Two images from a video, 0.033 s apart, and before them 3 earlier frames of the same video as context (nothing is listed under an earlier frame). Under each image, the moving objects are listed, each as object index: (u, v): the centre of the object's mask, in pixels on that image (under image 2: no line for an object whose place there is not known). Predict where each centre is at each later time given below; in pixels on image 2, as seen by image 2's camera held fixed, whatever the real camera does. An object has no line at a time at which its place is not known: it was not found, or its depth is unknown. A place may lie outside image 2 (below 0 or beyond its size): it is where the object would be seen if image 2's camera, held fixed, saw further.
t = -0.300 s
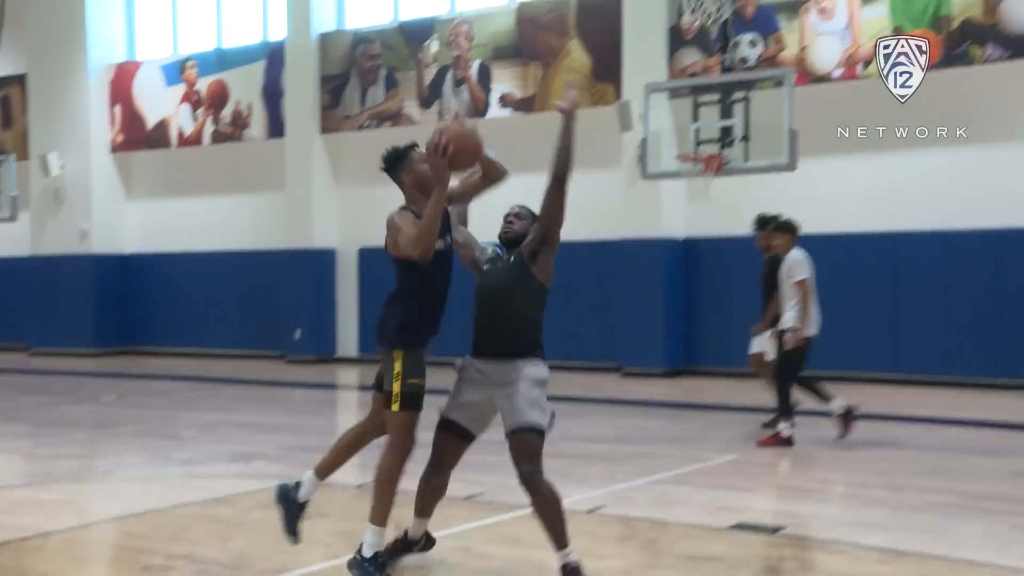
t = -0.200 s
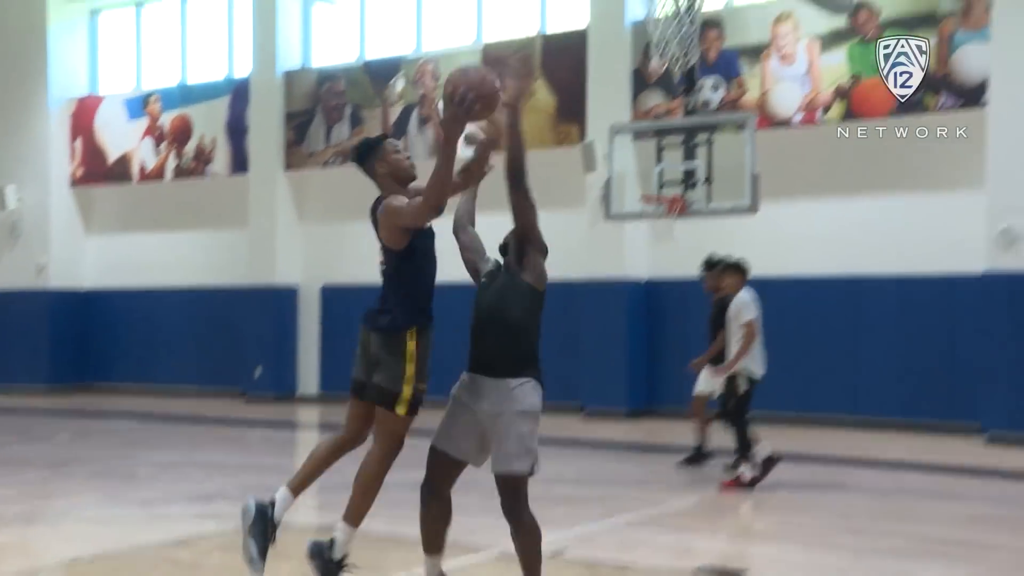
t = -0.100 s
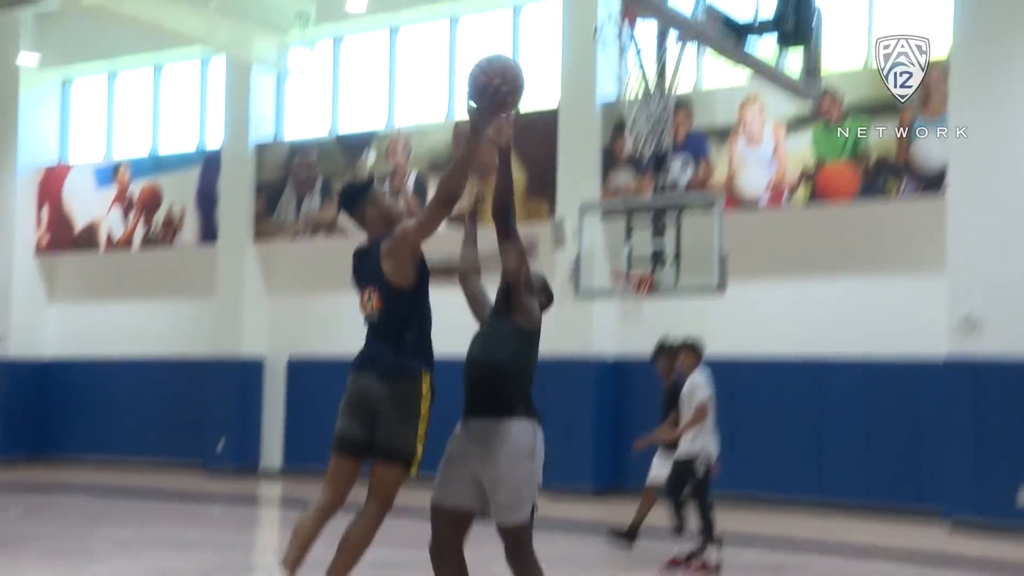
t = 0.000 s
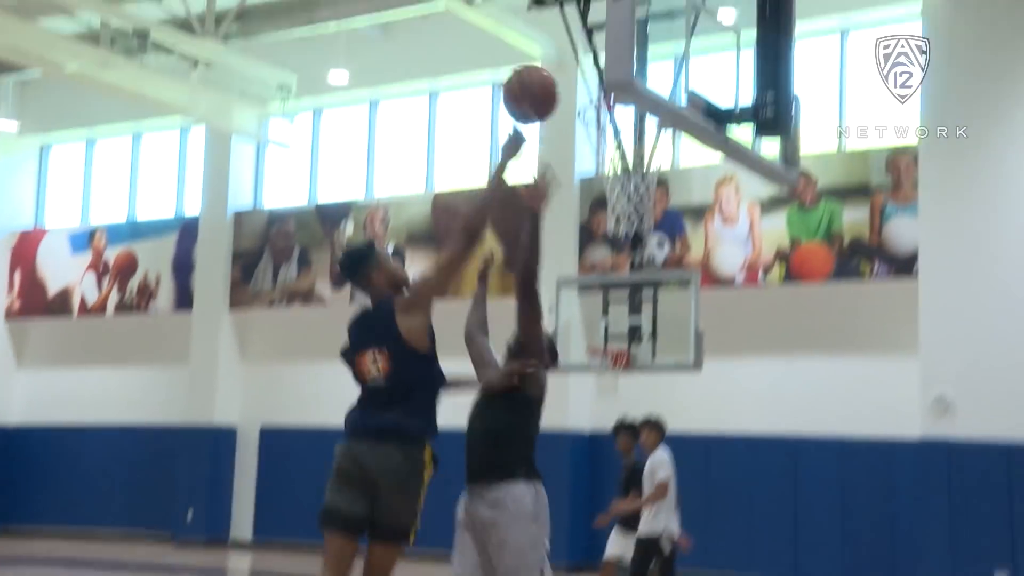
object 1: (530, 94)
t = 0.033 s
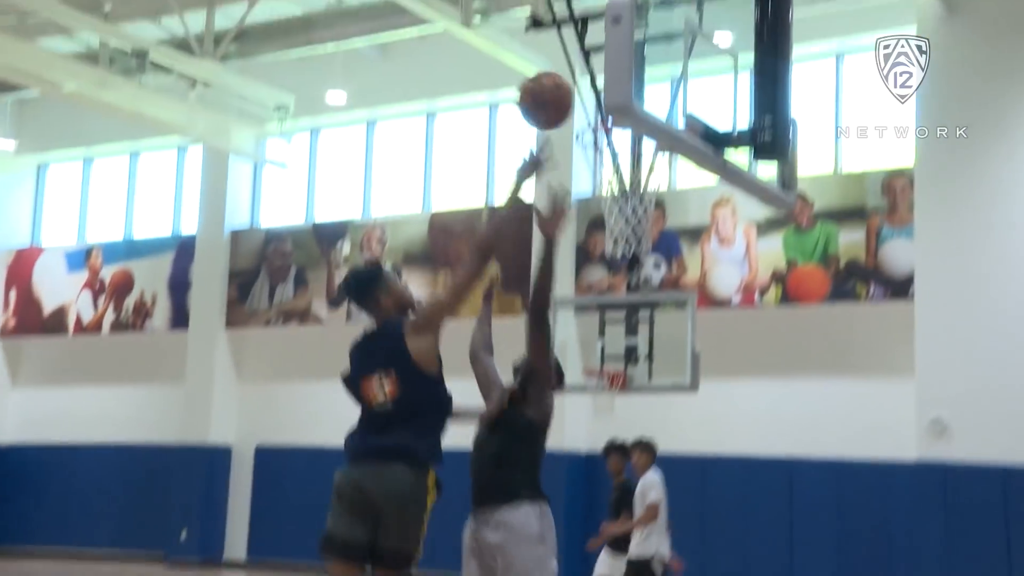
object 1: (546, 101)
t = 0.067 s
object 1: (564, 91)
